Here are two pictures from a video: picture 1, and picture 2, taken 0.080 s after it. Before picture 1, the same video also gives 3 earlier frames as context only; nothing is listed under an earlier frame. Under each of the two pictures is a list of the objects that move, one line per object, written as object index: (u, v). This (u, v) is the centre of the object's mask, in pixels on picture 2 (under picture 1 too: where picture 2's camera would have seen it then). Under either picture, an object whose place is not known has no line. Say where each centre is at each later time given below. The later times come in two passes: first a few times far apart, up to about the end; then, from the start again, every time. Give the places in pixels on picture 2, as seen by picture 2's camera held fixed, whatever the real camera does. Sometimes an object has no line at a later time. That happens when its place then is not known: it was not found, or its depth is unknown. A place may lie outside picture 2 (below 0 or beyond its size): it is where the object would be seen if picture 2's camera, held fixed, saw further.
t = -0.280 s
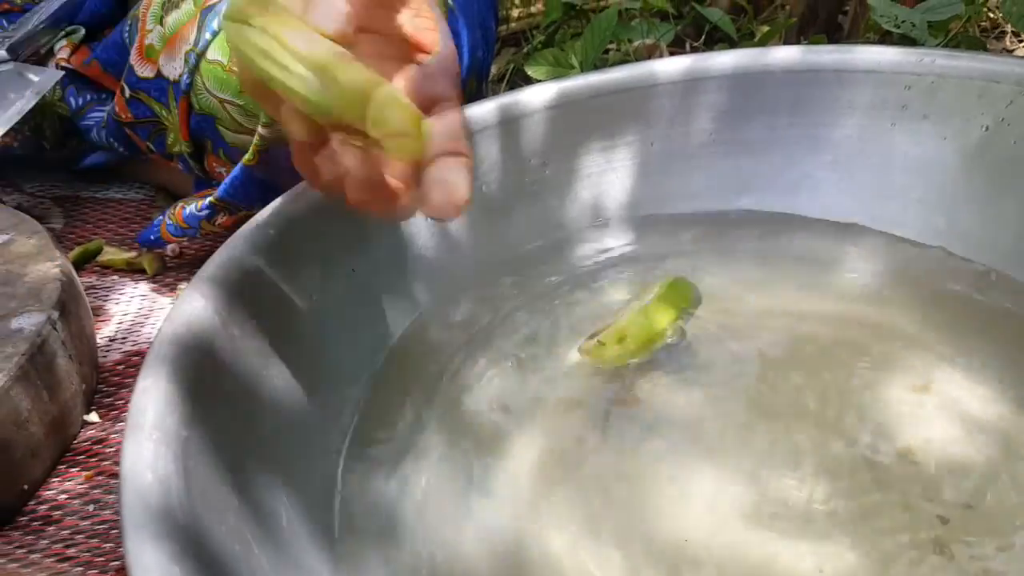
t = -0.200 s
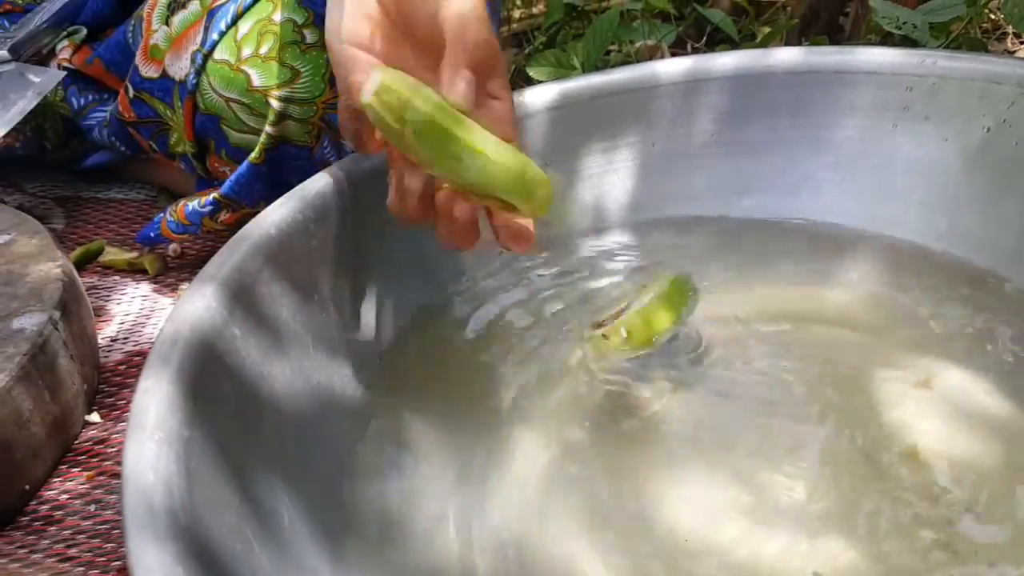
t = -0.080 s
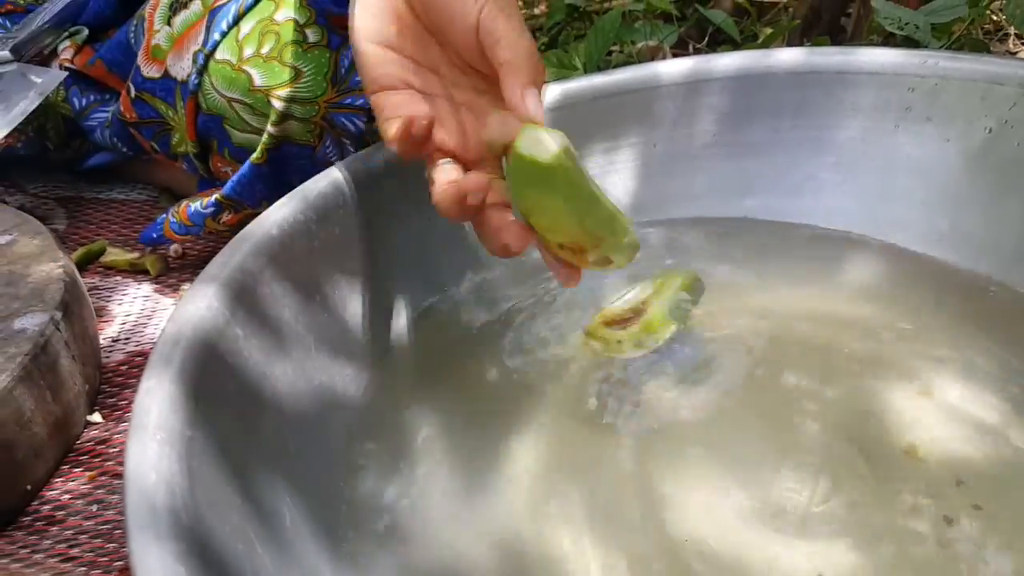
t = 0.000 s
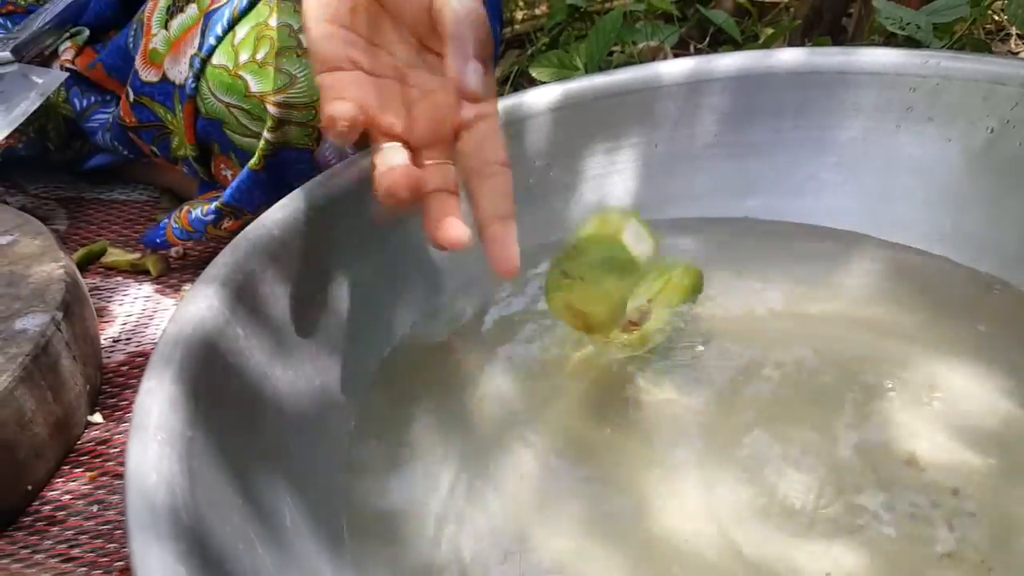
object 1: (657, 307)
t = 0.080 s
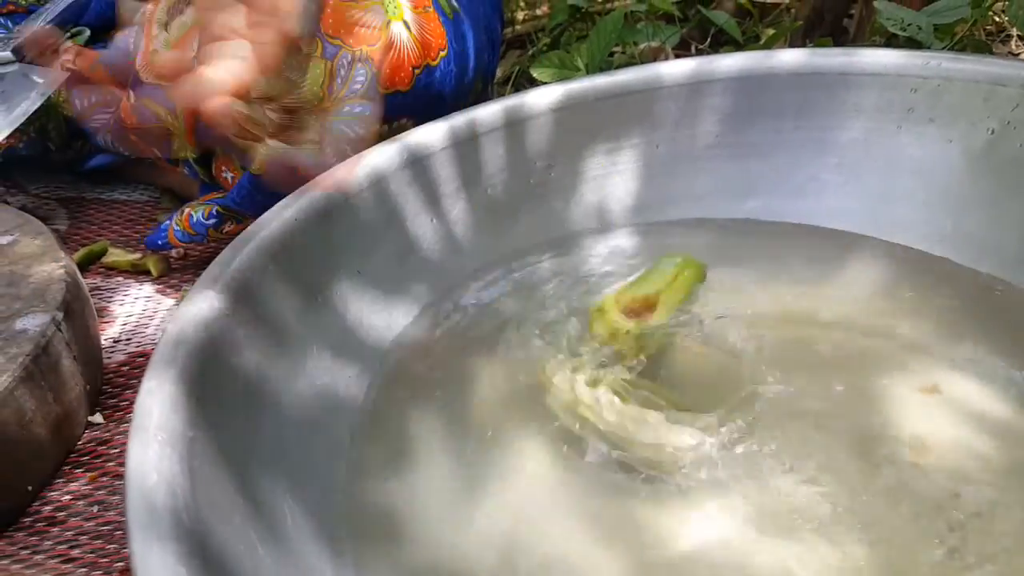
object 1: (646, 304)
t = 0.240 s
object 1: (651, 301)
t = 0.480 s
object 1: (653, 295)
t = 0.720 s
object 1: (651, 288)
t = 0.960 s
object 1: (653, 280)
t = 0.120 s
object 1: (647, 301)
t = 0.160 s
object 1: (648, 301)
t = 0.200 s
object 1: (648, 301)
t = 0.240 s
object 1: (651, 301)
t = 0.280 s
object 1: (652, 302)
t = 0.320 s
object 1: (653, 302)
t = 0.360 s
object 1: (660, 302)
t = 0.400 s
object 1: (655, 301)
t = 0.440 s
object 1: (654, 298)
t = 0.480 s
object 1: (653, 295)
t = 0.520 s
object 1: (654, 293)
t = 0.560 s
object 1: (654, 292)
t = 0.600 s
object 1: (650, 291)
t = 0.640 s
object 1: (648, 291)
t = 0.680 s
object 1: (649, 290)
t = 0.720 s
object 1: (651, 288)
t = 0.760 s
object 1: (652, 288)
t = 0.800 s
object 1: (653, 283)
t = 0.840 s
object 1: (652, 281)
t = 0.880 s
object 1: (652, 281)
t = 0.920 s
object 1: (651, 280)
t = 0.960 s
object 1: (653, 280)
